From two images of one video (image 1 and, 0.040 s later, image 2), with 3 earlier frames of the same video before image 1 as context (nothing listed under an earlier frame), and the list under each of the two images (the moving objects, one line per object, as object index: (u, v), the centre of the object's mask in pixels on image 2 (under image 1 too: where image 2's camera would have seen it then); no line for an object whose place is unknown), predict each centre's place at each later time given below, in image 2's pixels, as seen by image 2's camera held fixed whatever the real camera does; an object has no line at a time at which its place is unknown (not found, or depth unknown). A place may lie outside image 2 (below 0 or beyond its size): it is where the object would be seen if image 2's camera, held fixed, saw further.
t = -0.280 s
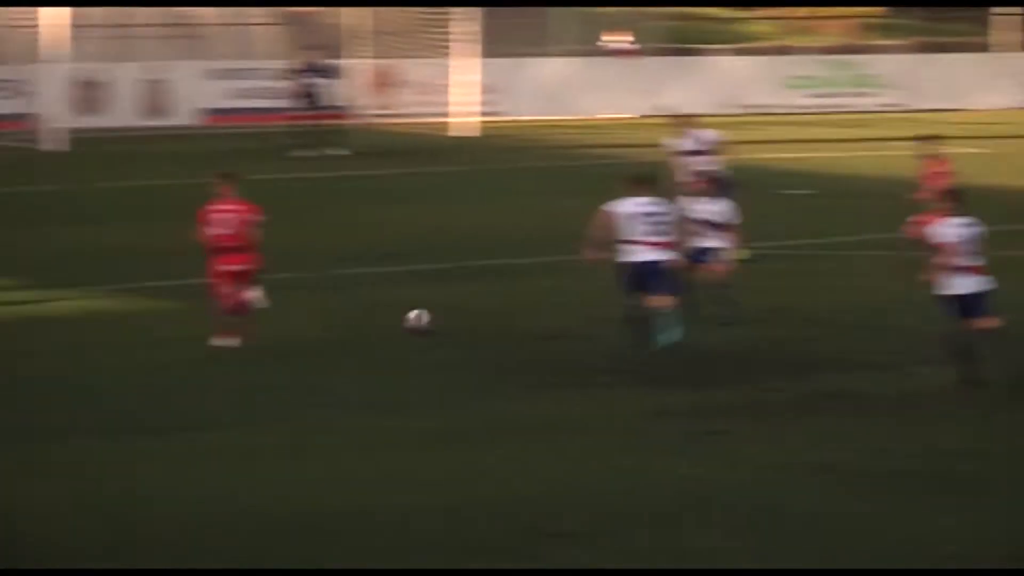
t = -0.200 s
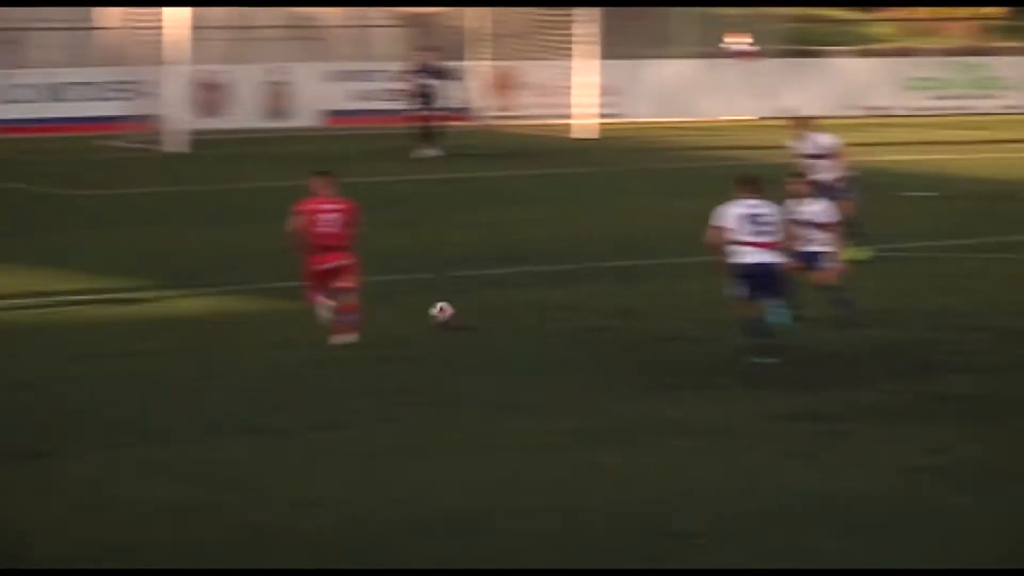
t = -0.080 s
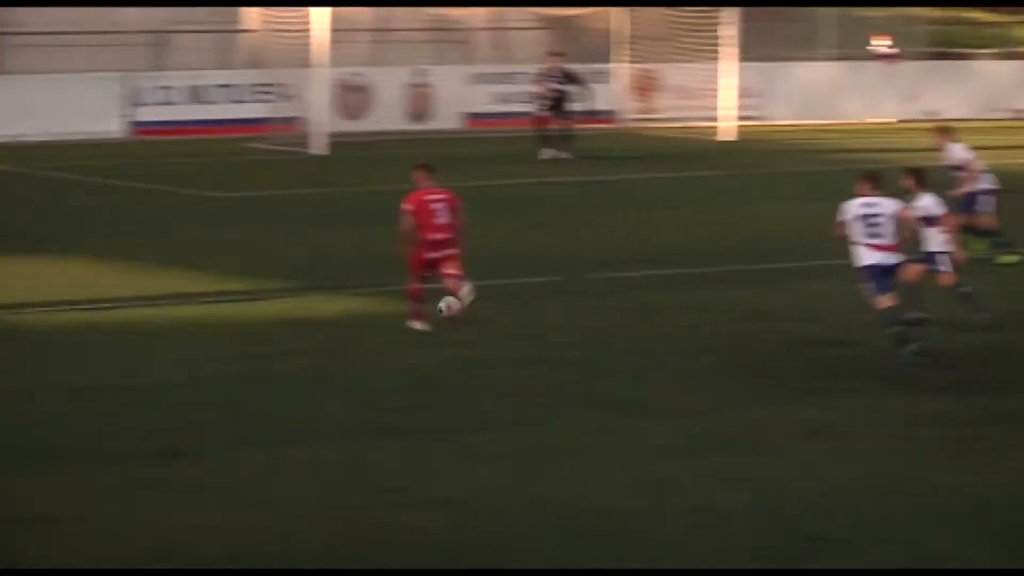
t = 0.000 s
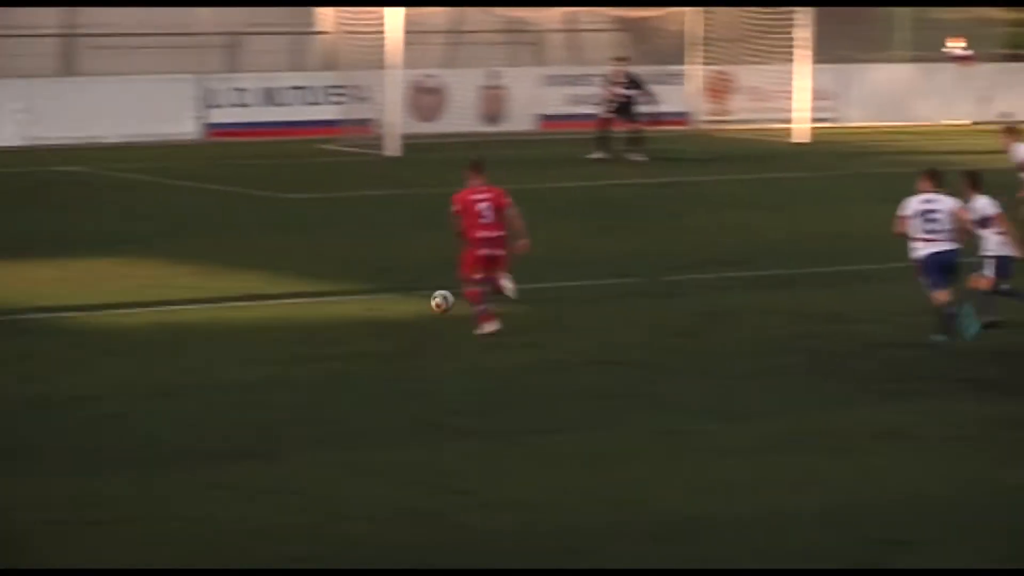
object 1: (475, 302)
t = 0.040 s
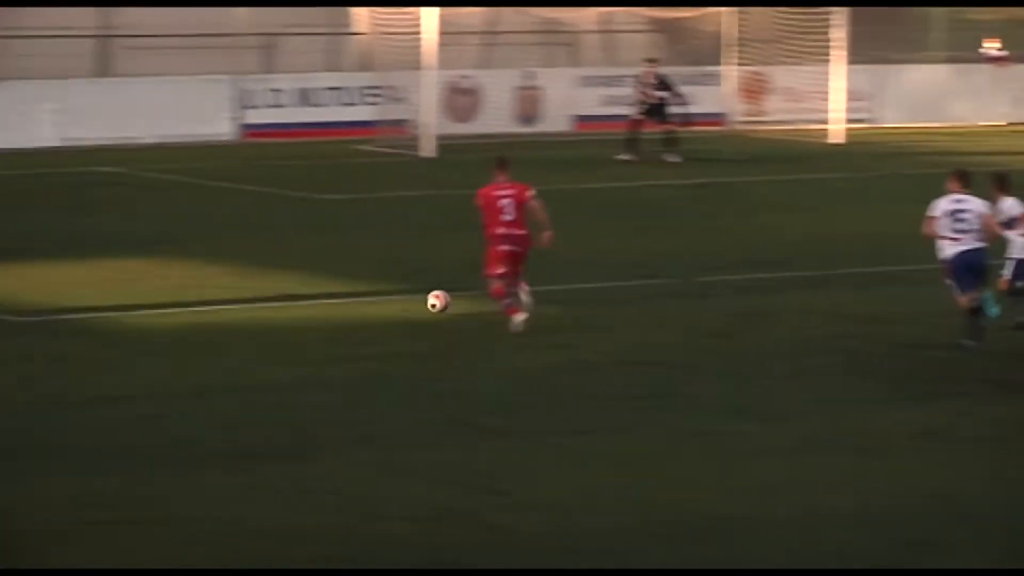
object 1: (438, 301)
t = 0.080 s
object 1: (400, 302)
